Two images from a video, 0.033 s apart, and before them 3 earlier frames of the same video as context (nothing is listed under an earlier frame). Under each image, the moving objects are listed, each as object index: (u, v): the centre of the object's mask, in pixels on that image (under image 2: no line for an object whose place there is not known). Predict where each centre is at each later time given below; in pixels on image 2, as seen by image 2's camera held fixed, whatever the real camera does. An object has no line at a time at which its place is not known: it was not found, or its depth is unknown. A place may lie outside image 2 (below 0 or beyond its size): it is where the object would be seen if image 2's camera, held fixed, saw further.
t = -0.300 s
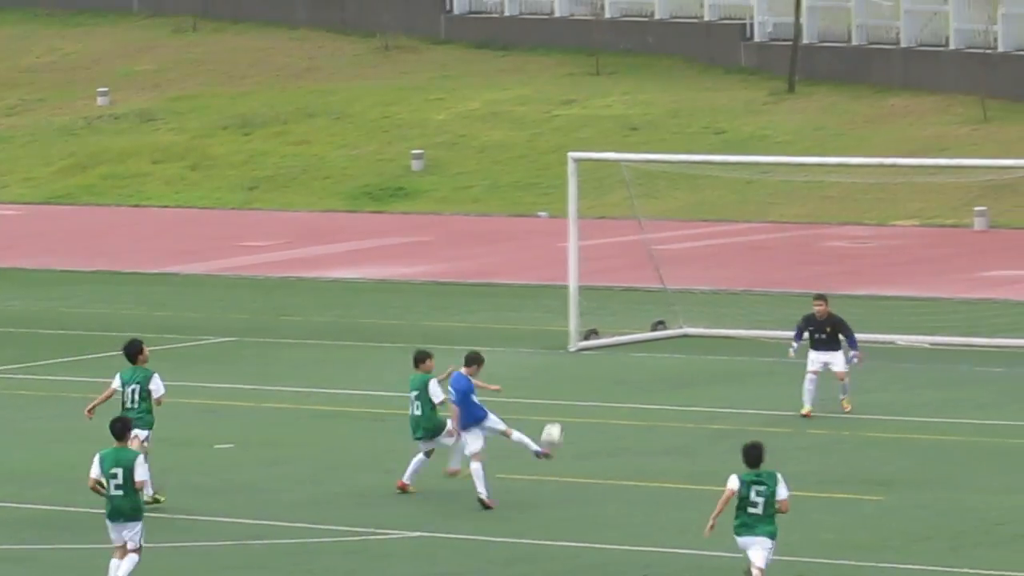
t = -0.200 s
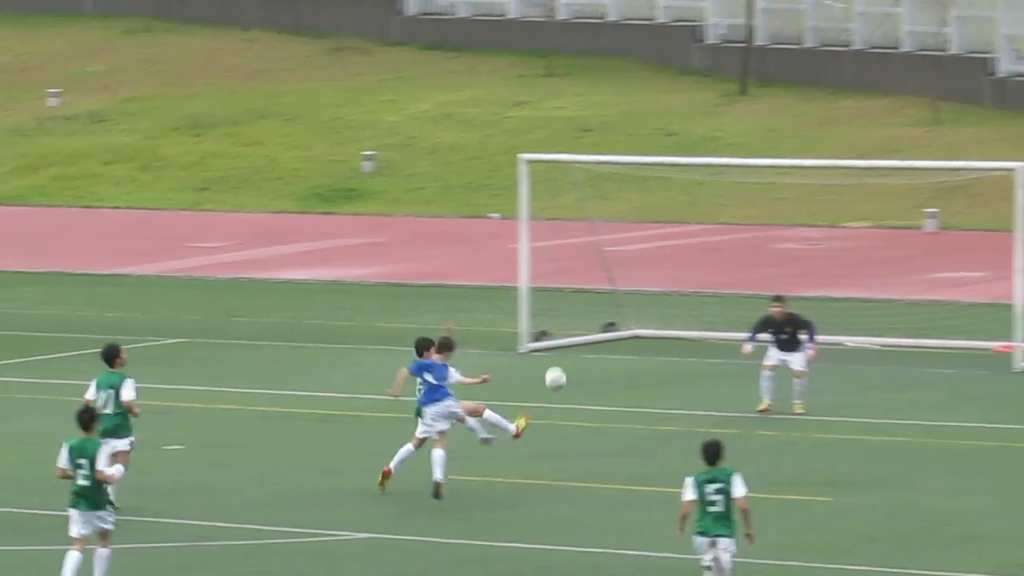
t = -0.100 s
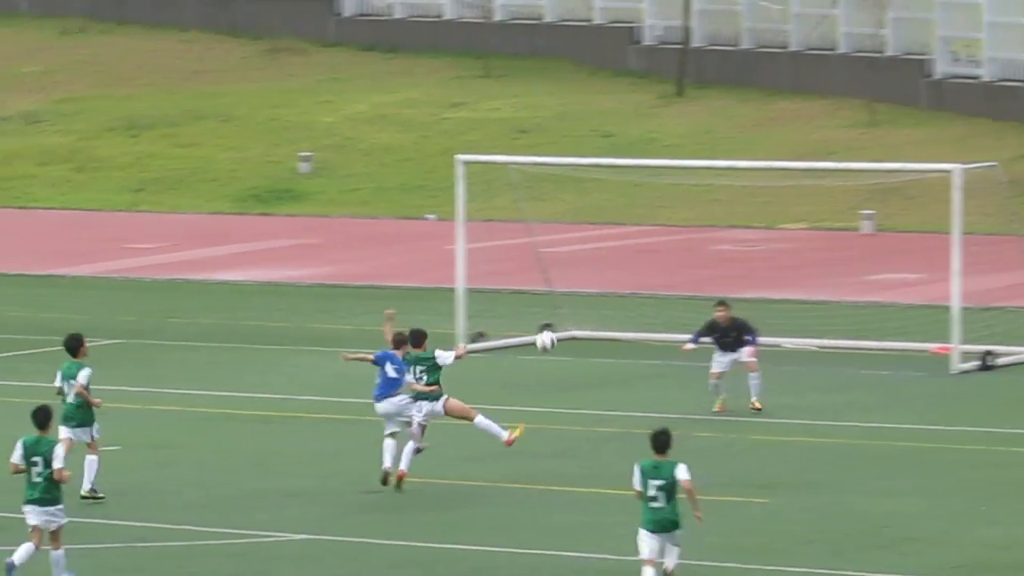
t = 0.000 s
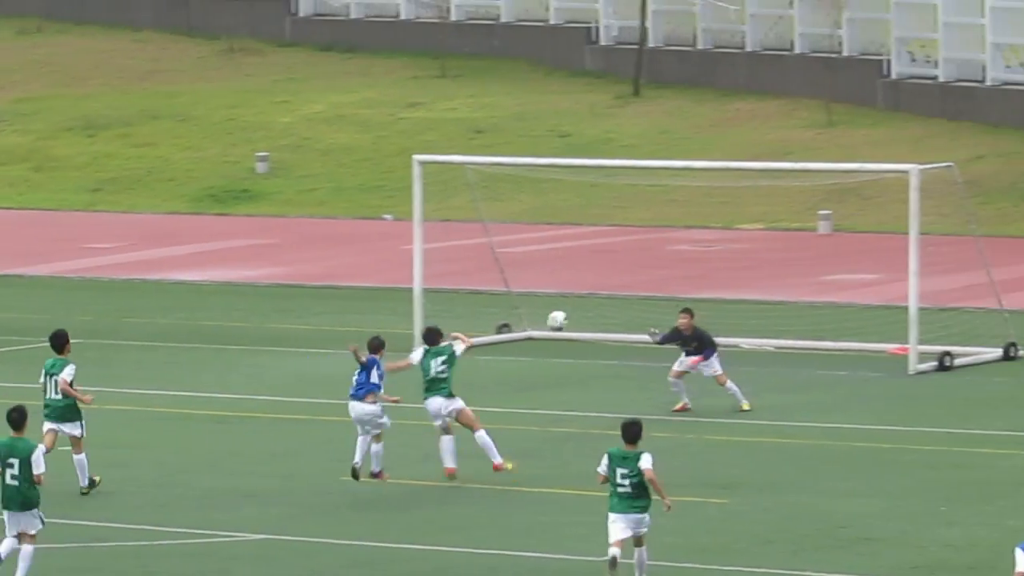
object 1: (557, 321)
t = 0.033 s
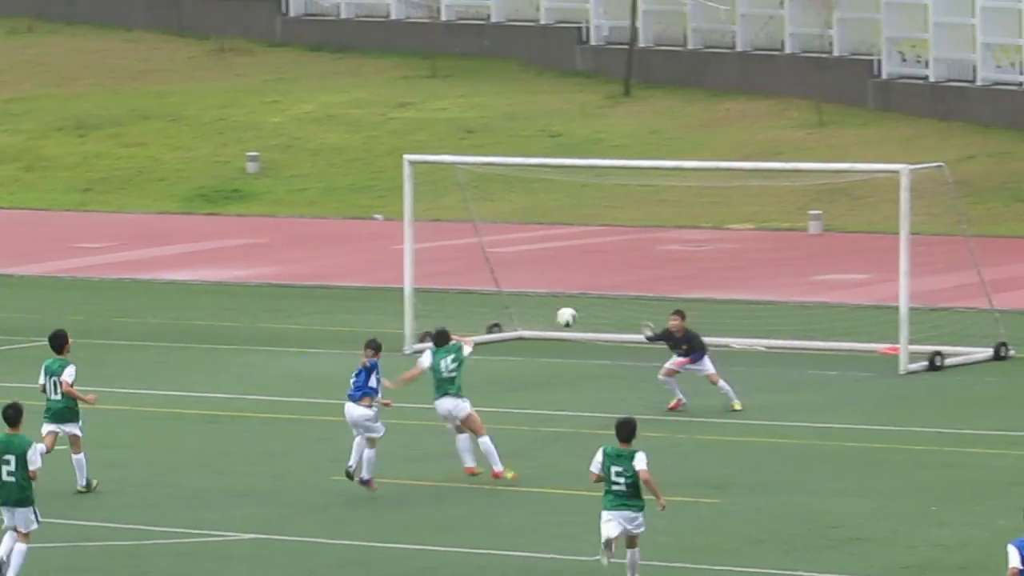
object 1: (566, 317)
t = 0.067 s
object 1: (584, 316)
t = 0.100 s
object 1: (601, 316)
